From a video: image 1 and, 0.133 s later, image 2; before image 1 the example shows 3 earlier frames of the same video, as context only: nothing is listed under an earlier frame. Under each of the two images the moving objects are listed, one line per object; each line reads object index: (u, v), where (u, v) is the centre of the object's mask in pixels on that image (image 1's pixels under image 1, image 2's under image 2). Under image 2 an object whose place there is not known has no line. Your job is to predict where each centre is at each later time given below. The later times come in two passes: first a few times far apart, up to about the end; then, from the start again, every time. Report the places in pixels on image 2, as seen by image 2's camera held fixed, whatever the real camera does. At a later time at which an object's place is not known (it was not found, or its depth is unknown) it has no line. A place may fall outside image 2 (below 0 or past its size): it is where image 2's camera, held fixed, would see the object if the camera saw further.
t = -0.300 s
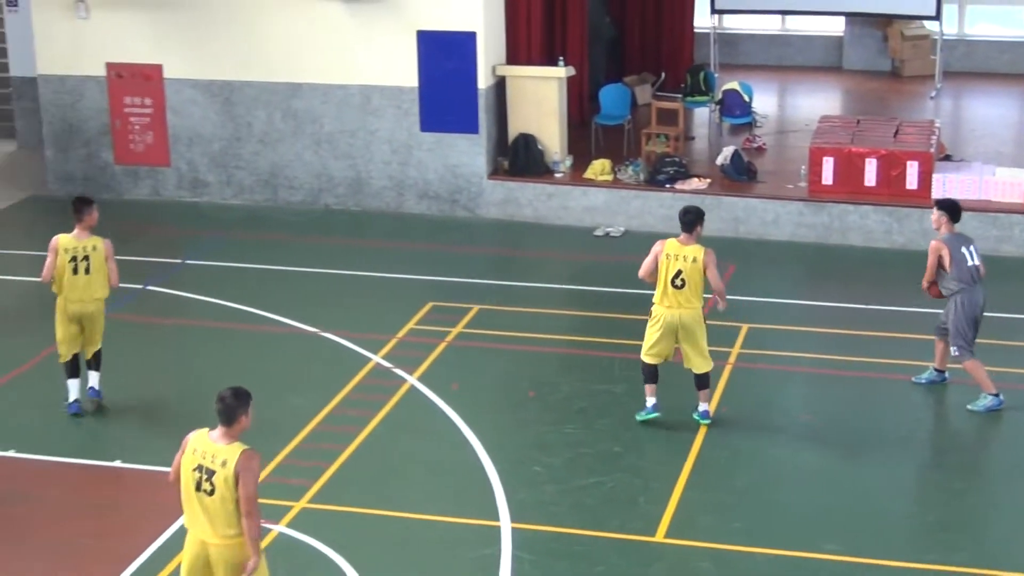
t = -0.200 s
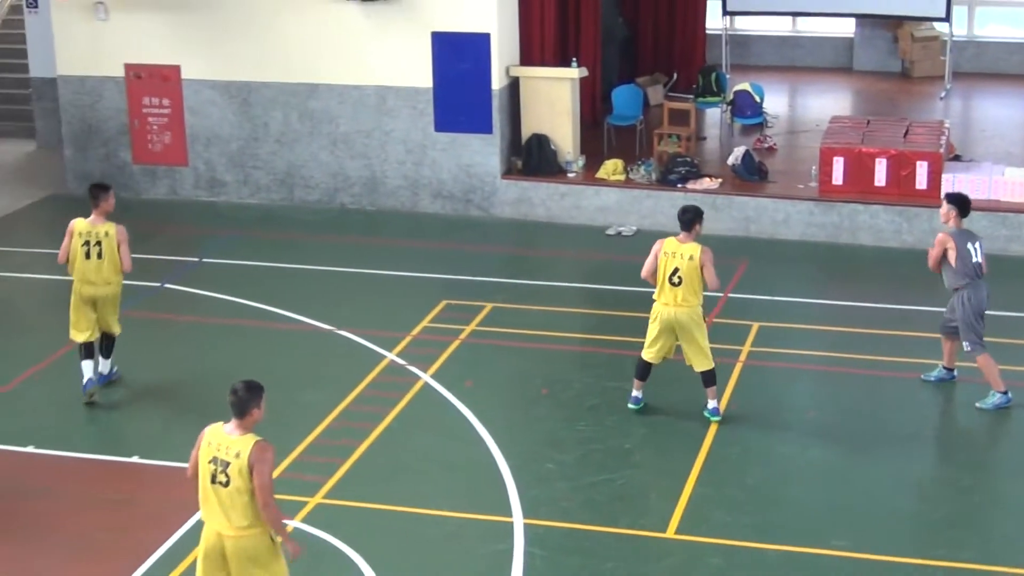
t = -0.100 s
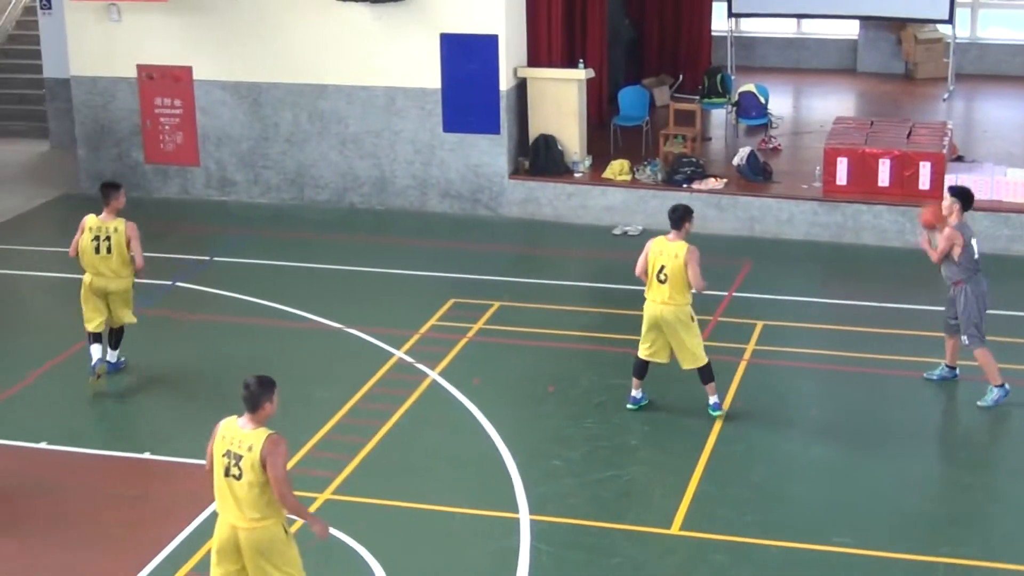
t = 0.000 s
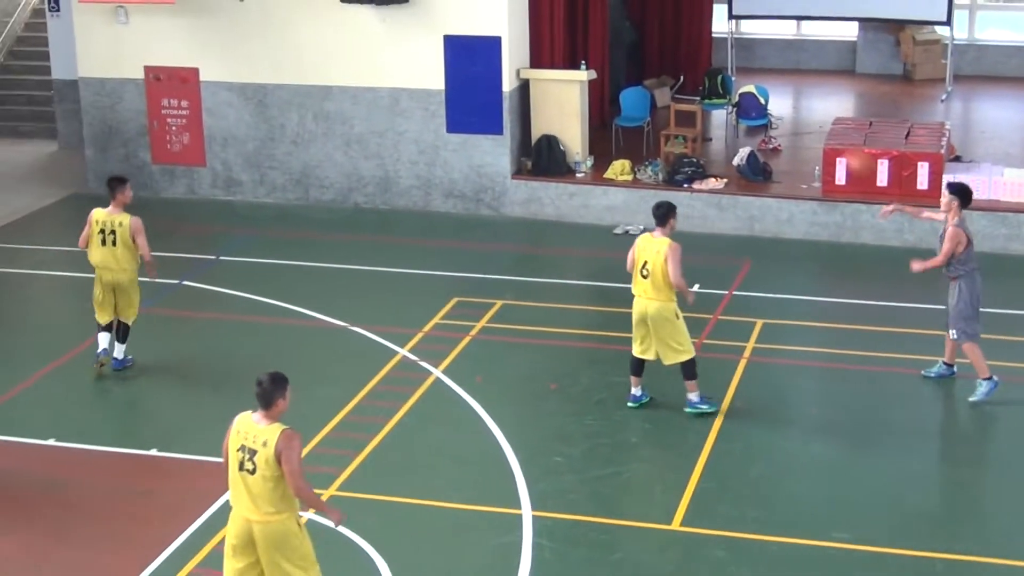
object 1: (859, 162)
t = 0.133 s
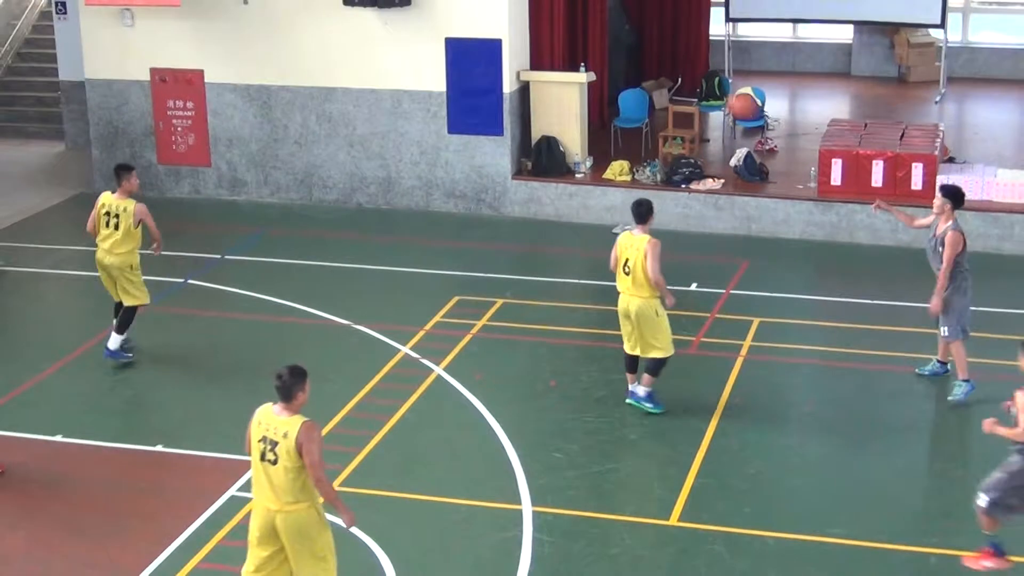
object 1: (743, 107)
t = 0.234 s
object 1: (660, 76)
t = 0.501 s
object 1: (465, 51)
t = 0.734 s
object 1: (319, 83)
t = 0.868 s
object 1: (244, 121)
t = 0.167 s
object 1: (713, 94)
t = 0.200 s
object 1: (688, 85)
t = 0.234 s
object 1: (660, 76)
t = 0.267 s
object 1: (635, 70)
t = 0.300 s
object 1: (610, 64)
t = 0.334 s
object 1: (584, 59)
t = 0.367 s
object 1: (559, 55)
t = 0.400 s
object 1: (537, 53)
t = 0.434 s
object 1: (511, 51)
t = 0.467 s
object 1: (488, 50)
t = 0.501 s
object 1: (465, 51)
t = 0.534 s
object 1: (444, 52)
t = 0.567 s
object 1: (421, 55)
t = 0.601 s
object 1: (400, 59)
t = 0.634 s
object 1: (379, 64)
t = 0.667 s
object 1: (358, 69)
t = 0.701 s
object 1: (338, 76)
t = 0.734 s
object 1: (319, 83)
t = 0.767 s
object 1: (299, 91)
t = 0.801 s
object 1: (281, 101)
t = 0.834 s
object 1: (262, 110)
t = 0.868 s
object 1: (244, 121)
